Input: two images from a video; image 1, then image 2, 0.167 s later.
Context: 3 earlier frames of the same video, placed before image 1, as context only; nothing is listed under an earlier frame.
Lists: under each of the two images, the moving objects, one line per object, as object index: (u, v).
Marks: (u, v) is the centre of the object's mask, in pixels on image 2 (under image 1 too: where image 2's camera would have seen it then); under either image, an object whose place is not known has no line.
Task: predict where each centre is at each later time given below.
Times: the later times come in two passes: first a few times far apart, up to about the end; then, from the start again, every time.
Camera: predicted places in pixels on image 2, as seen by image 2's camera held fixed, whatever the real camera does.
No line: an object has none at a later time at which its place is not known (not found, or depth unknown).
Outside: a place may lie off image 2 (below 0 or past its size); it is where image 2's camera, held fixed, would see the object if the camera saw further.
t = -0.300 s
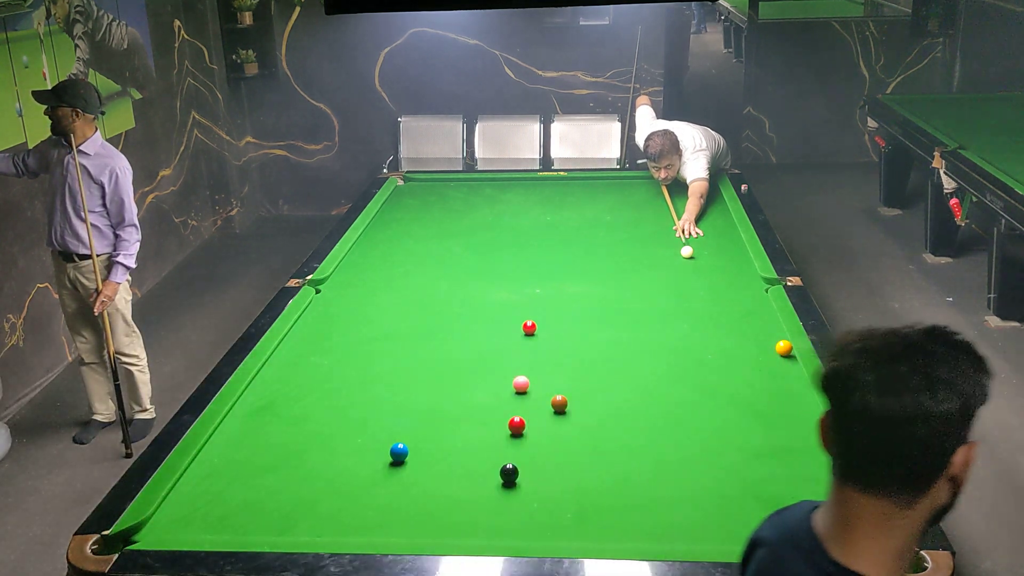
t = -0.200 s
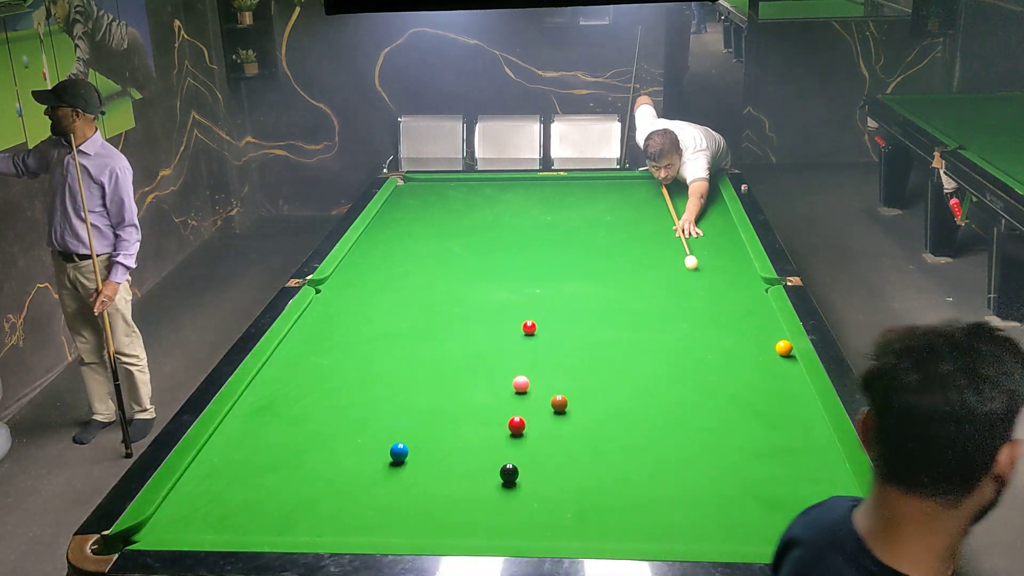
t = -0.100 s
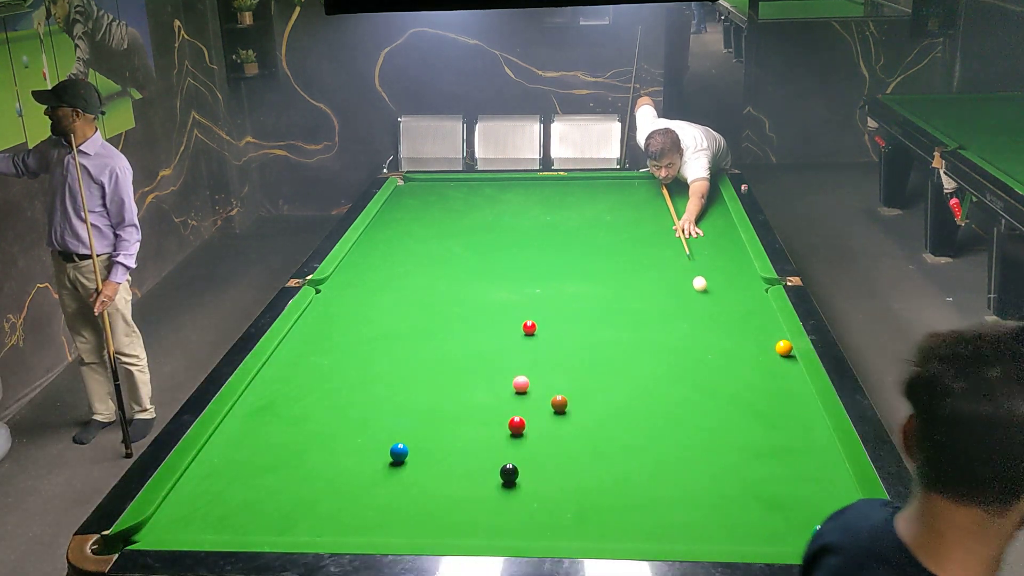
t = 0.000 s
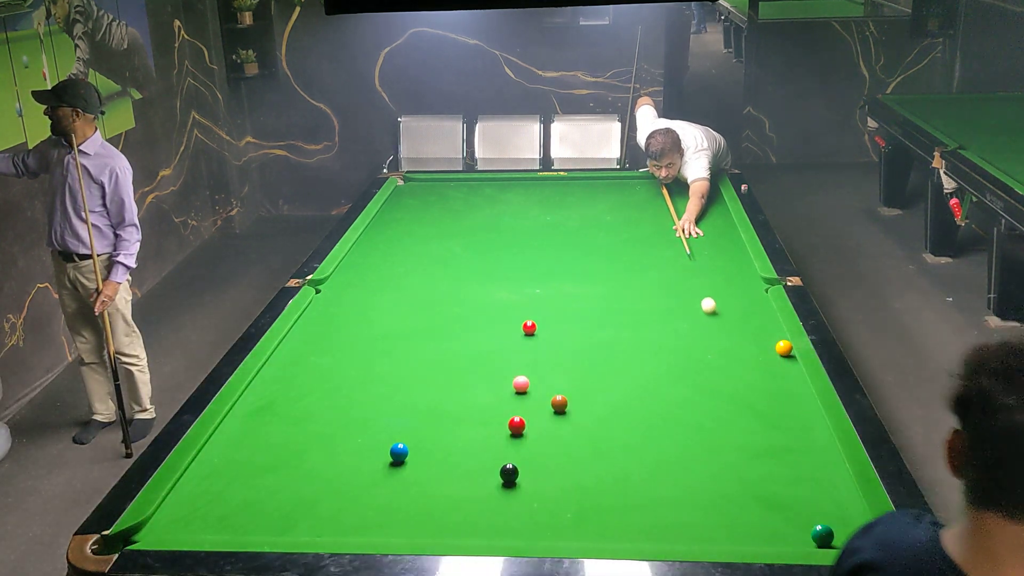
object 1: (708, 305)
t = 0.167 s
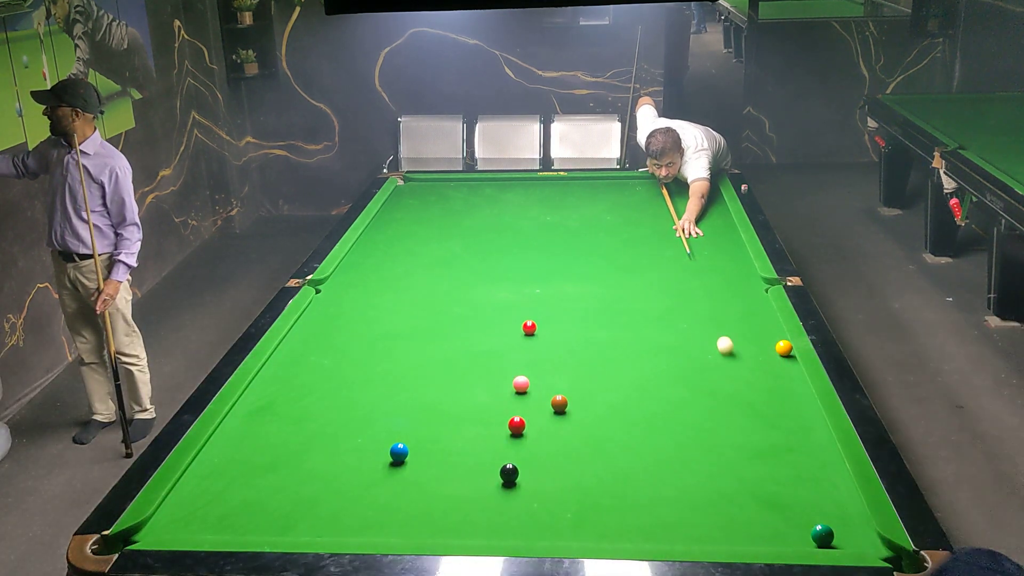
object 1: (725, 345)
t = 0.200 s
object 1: (728, 354)
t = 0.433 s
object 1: (759, 429)
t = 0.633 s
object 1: (794, 515)
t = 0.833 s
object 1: (753, 501)
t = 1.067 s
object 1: (708, 449)
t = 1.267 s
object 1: (676, 413)
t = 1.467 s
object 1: (649, 383)
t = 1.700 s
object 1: (623, 352)
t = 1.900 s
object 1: (603, 330)
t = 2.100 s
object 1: (585, 311)
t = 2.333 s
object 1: (568, 291)
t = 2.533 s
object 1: (554, 276)
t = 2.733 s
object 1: (541, 262)
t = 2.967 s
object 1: (528, 248)
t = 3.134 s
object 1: (520, 239)
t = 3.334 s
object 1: (511, 229)
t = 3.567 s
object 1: (501, 218)
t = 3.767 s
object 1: (493, 210)
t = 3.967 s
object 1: (486, 202)
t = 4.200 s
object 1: (479, 194)
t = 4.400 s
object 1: (473, 188)
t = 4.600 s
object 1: (468, 182)
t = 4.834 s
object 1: (462, 181)
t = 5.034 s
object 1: (455, 185)
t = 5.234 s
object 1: (449, 189)
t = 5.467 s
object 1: (443, 193)
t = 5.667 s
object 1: (437, 196)
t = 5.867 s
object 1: (432, 199)
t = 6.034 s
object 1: (428, 202)
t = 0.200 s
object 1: (728, 354)
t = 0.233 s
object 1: (732, 363)
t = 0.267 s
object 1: (736, 373)
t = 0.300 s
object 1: (741, 384)
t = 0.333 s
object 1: (745, 394)
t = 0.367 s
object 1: (750, 406)
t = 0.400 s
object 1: (754, 417)
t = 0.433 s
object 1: (759, 429)
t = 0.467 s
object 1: (765, 442)
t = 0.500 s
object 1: (770, 455)
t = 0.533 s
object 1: (776, 469)
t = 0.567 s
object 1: (782, 484)
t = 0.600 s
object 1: (788, 499)
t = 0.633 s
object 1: (794, 515)
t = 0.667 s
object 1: (798, 532)
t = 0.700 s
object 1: (790, 540)
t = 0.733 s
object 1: (780, 534)
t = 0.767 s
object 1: (771, 522)
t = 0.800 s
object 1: (761, 511)
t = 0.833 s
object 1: (753, 501)
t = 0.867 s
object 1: (745, 492)
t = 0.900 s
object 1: (738, 484)
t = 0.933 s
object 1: (732, 476)
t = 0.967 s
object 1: (725, 469)
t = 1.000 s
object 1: (719, 462)
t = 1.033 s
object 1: (713, 455)
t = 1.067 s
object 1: (708, 449)
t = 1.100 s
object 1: (702, 442)
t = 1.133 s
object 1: (697, 436)
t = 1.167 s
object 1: (691, 430)
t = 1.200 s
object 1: (686, 424)
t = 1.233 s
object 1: (681, 418)
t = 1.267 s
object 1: (676, 413)
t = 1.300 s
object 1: (671, 407)
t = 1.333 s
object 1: (667, 402)
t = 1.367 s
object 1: (662, 397)
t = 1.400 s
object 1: (658, 392)
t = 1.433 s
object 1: (653, 387)
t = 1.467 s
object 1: (649, 383)
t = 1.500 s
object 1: (645, 378)
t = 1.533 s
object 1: (641, 373)
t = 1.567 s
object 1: (638, 369)
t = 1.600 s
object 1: (634, 365)
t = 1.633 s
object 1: (630, 361)
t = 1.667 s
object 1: (626, 357)
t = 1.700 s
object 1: (623, 352)
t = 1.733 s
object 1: (619, 349)
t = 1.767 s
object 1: (616, 345)
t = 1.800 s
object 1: (612, 341)
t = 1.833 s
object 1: (609, 337)
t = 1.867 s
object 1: (606, 334)
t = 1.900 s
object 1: (603, 330)
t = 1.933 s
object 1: (600, 327)
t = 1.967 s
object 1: (597, 324)
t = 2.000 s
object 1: (594, 320)
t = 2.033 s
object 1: (591, 317)
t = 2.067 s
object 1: (588, 314)
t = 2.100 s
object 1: (585, 311)
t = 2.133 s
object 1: (583, 308)
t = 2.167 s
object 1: (580, 305)
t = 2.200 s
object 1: (578, 302)
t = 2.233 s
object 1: (575, 299)
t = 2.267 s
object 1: (572, 296)
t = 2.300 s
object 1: (570, 293)
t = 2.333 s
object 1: (568, 291)
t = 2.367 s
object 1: (565, 288)
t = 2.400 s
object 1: (563, 286)
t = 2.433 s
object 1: (560, 283)
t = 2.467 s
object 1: (558, 280)
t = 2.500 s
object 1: (556, 278)
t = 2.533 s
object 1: (554, 276)
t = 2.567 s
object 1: (552, 273)
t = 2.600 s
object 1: (549, 271)
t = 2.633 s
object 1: (547, 269)
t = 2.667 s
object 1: (545, 267)
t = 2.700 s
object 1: (543, 264)
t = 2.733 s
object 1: (541, 262)
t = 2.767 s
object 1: (539, 260)
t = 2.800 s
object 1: (537, 258)
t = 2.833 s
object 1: (536, 256)
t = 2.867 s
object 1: (534, 254)
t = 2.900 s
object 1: (532, 252)
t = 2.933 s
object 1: (530, 250)
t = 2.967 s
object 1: (528, 248)
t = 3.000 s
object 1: (527, 246)
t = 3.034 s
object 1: (525, 244)
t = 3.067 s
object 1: (523, 242)
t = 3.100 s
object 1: (522, 241)
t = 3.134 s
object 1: (520, 239)
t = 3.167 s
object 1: (518, 237)
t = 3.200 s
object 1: (517, 236)
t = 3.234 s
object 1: (515, 234)
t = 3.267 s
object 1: (514, 232)
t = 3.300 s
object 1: (512, 231)
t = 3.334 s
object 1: (511, 229)
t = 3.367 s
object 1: (509, 227)
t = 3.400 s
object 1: (508, 226)
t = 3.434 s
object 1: (506, 224)
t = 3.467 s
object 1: (505, 223)
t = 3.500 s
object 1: (504, 221)
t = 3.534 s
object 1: (502, 220)
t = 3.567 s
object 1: (501, 218)
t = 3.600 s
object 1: (500, 217)
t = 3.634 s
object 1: (498, 215)
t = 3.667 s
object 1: (497, 214)
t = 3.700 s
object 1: (496, 213)
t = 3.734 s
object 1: (495, 211)
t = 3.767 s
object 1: (493, 210)
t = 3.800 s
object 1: (492, 209)
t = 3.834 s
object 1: (491, 207)
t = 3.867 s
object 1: (490, 206)
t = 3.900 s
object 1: (489, 205)
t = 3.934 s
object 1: (488, 204)
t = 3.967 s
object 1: (486, 202)
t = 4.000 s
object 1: (485, 201)
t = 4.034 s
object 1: (484, 200)
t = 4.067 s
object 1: (483, 199)
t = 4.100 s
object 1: (482, 198)
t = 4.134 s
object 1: (481, 197)
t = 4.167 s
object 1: (480, 195)
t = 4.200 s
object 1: (479, 194)
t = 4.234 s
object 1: (478, 193)
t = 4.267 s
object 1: (477, 192)
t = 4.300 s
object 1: (476, 191)
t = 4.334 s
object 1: (475, 190)
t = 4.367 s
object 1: (474, 189)
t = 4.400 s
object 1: (473, 188)
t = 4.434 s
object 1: (472, 187)
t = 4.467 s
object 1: (472, 186)
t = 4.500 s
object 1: (471, 185)
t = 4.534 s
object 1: (470, 184)
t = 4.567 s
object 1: (469, 183)
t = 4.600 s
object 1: (468, 182)
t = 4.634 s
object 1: (467, 181)
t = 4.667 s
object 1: (466, 180)
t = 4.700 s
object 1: (466, 180)
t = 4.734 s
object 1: (465, 179)
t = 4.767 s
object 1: (464, 180)
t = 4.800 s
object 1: (463, 181)
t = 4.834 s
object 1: (462, 181)
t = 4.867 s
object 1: (460, 182)
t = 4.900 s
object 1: (459, 182)
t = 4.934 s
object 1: (458, 183)
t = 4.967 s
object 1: (457, 184)
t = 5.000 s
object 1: (456, 184)
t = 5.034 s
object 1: (455, 185)
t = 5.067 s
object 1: (454, 186)
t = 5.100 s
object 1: (453, 186)
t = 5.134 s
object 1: (452, 187)
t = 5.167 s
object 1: (451, 187)
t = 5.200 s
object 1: (450, 188)
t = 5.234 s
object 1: (449, 189)
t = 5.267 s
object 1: (448, 189)
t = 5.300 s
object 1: (447, 190)
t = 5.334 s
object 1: (446, 190)
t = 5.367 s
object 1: (445, 191)
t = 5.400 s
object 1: (444, 192)
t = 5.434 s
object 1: (444, 192)
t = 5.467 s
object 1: (443, 193)
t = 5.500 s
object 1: (442, 193)
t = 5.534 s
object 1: (441, 194)
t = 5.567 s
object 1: (440, 194)
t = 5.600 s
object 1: (439, 195)
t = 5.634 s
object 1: (438, 196)
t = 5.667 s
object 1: (437, 196)
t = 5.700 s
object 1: (436, 197)
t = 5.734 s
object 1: (435, 197)
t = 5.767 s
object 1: (435, 198)
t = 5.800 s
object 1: (434, 198)
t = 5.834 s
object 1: (433, 199)
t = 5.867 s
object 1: (432, 199)
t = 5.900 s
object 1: (431, 200)
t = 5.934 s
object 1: (430, 200)
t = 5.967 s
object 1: (429, 201)
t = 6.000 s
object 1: (429, 201)
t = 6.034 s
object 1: (428, 202)
